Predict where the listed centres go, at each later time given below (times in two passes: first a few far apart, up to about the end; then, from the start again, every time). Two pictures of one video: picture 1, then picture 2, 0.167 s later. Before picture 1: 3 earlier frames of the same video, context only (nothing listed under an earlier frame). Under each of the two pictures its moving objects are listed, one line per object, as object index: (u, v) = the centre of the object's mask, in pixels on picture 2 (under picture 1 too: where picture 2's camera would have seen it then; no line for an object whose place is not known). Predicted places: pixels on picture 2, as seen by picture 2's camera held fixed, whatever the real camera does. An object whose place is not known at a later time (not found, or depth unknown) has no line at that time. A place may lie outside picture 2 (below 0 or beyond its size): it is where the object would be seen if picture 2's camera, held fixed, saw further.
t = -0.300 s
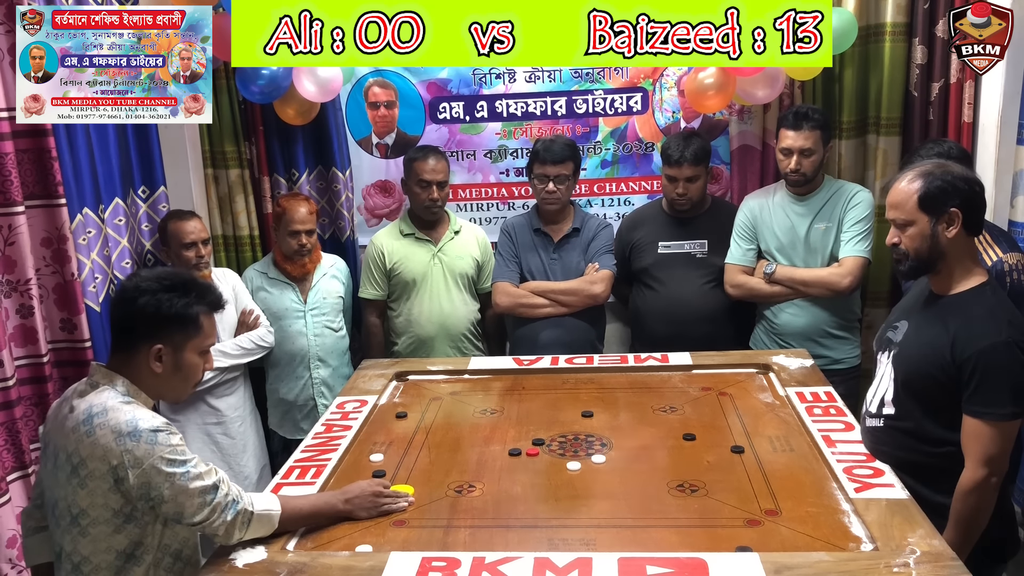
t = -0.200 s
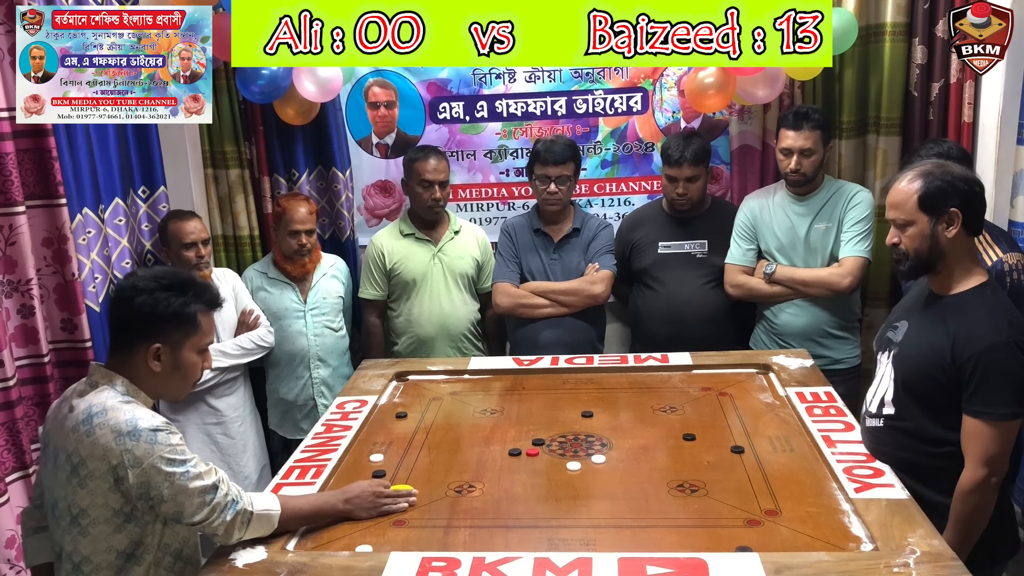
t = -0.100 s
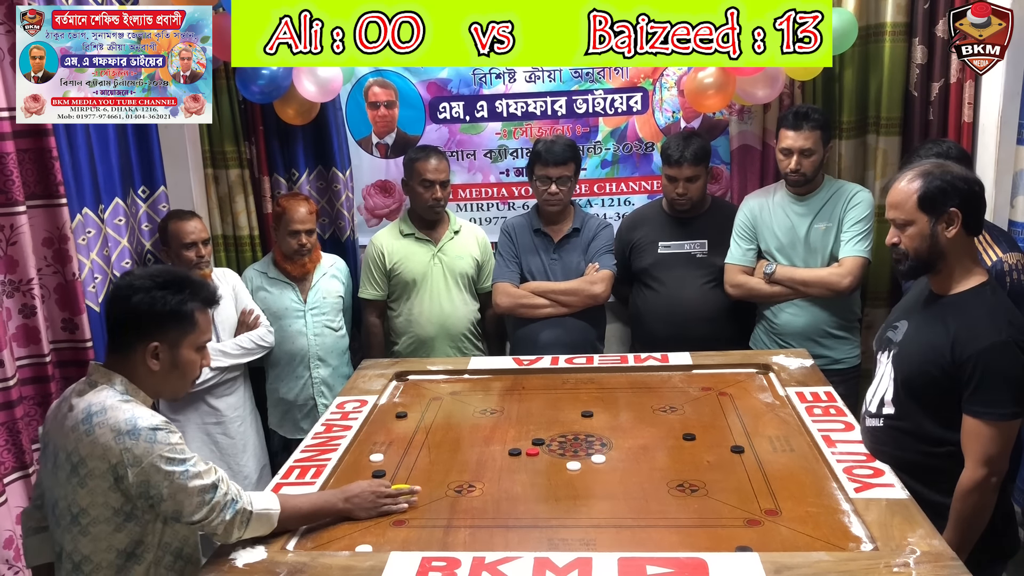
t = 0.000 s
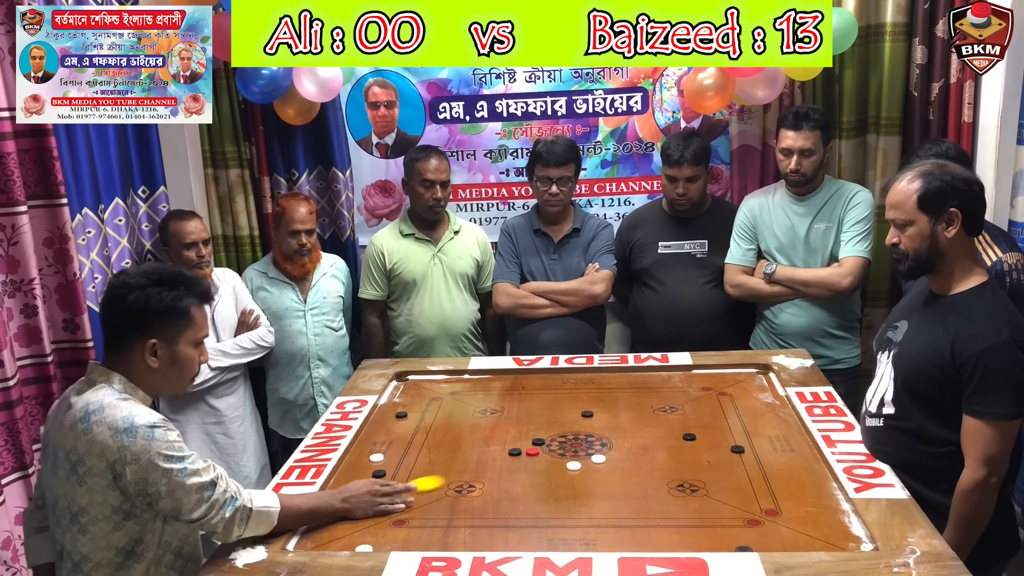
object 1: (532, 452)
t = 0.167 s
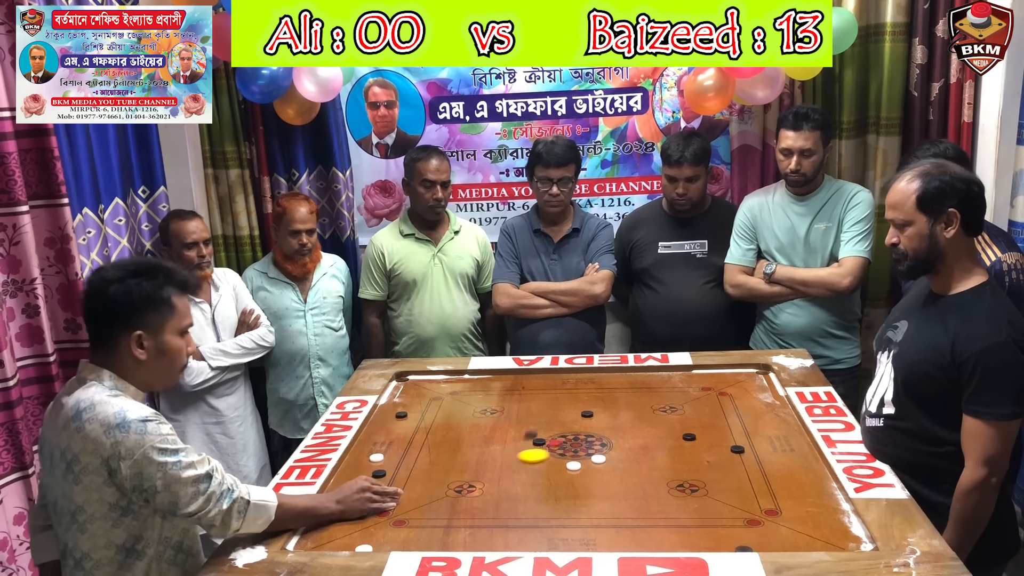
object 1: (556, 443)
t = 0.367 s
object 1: (659, 405)
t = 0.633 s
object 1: (758, 371)
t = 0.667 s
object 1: (764, 373)
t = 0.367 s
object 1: (659, 405)
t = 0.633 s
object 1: (758, 371)
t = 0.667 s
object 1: (764, 373)
